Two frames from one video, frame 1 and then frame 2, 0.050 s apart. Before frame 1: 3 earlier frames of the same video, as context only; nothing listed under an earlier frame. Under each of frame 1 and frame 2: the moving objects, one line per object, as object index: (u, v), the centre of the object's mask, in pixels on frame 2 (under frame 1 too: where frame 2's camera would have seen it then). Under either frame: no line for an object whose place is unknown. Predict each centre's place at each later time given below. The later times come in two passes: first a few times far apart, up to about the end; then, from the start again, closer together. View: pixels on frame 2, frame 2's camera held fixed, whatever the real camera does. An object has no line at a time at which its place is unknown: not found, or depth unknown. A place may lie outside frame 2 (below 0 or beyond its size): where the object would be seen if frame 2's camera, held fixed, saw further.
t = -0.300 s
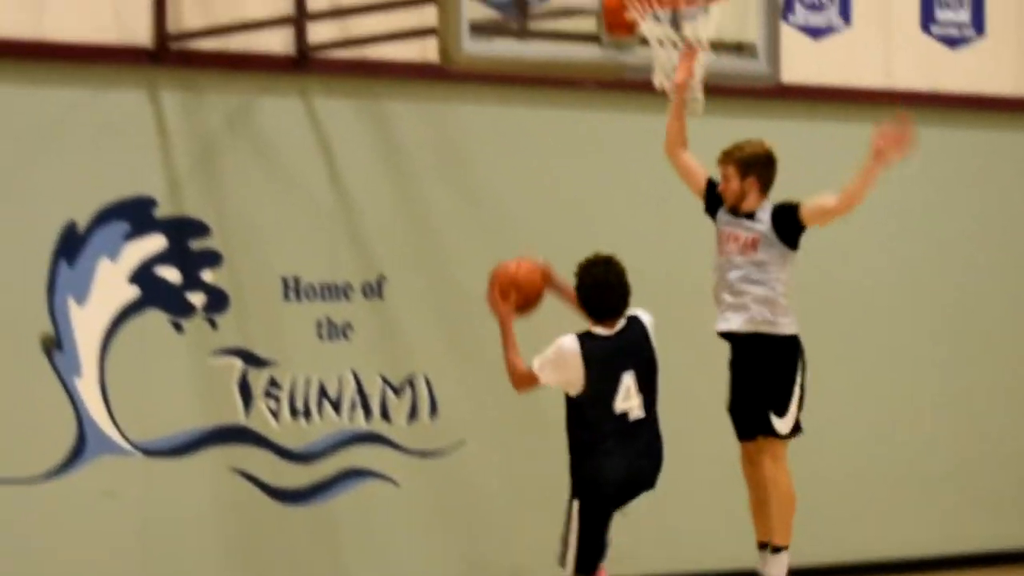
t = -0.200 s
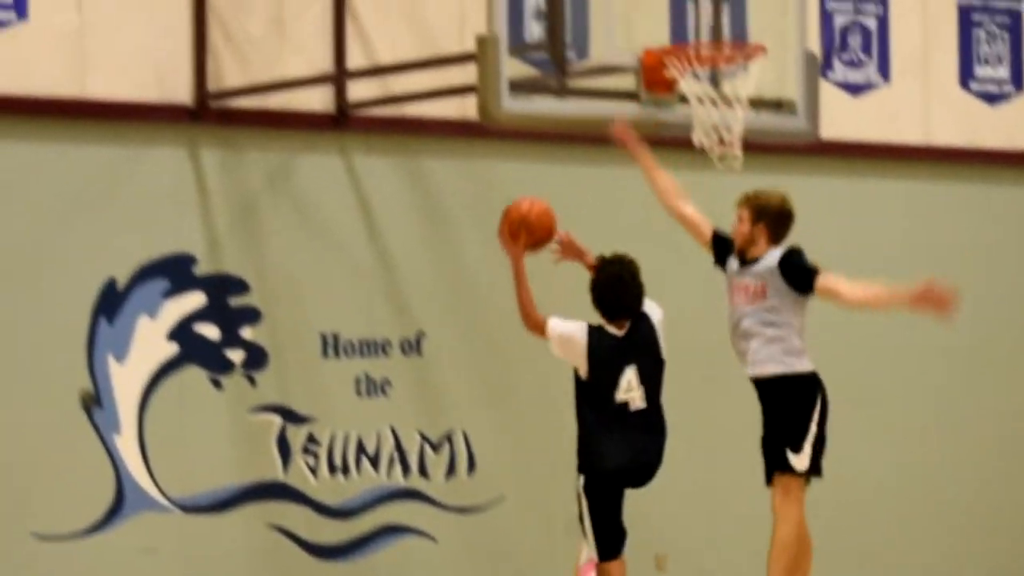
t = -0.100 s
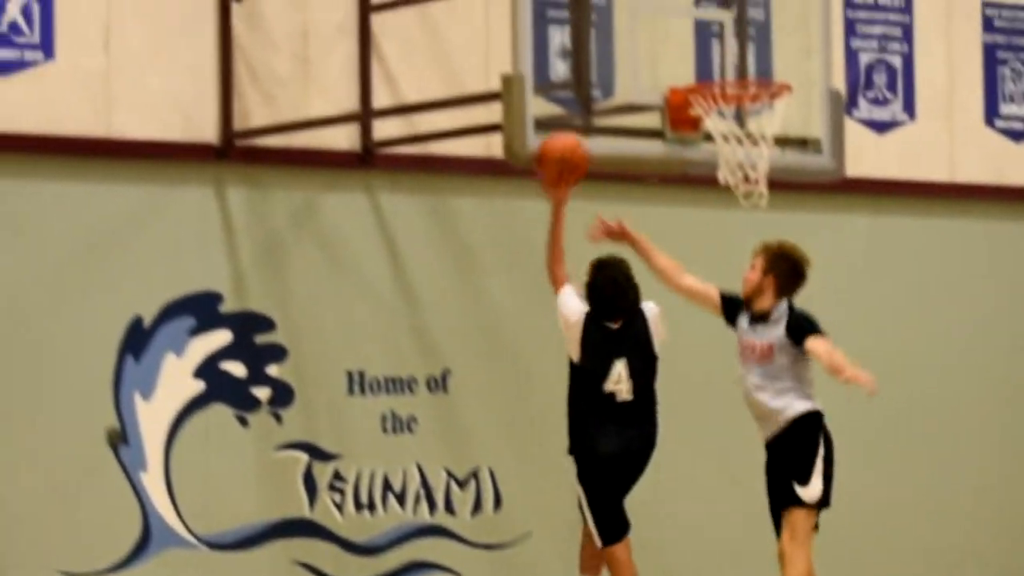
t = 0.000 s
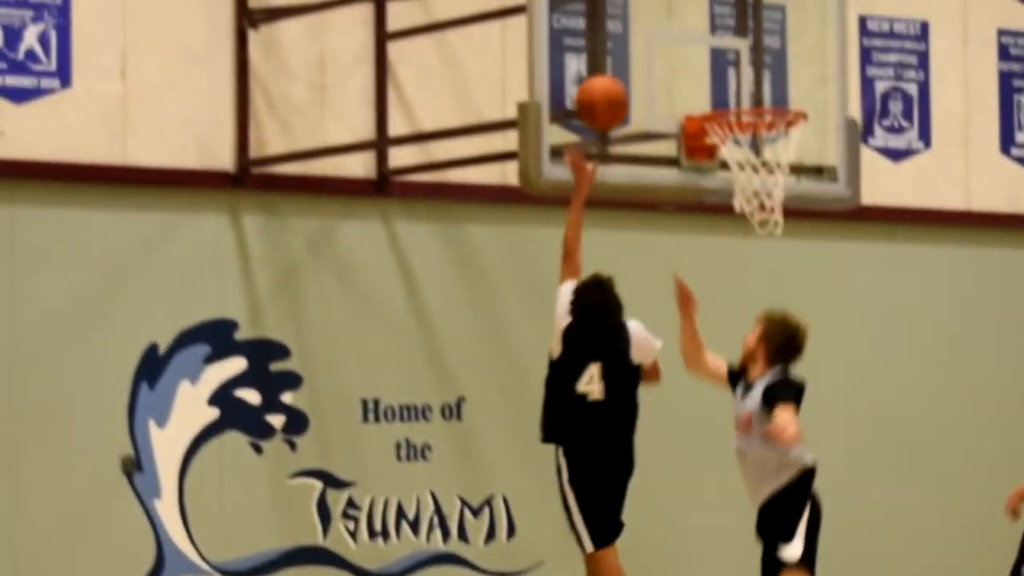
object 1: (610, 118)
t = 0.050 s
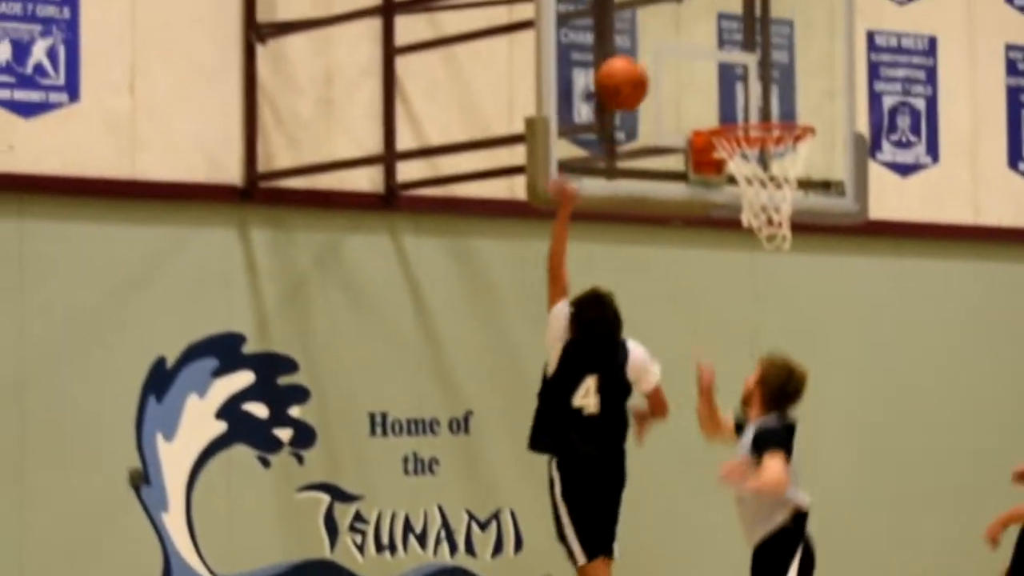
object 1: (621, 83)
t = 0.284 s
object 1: (692, 41)
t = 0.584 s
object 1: (786, 163)
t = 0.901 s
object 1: (800, 317)
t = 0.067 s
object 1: (624, 74)
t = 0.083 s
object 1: (630, 67)
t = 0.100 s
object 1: (635, 62)
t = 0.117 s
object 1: (640, 56)
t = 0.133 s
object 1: (645, 52)
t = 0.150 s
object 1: (651, 48)
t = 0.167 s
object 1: (656, 45)
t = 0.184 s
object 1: (661, 43)
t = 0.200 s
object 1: (667, 41)
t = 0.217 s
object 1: (672, 40)
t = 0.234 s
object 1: (677, 39)
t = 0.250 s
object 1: (681, 39)
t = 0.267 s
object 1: (687, 40)
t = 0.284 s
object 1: (692, 41)
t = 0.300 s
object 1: (697, 43)
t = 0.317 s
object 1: (703, 45)
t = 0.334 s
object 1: (708, 48)
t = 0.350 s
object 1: (713, 52)
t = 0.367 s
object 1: (718, 56)
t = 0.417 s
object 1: (735, 72)
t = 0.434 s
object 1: (740, 78)
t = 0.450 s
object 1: (745, 86)
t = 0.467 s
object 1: (750, 93)
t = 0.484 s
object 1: (755, 99)
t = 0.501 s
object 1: (761, 104)
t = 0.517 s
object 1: (765, 110)
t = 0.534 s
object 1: (772, 128)
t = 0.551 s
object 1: (778, 142)
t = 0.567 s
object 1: (781, 154)
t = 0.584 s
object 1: (786, 163)
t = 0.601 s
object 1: (790, 174)
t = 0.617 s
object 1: (794, 180)
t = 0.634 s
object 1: (794, 189)
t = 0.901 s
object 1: (800, 317)
